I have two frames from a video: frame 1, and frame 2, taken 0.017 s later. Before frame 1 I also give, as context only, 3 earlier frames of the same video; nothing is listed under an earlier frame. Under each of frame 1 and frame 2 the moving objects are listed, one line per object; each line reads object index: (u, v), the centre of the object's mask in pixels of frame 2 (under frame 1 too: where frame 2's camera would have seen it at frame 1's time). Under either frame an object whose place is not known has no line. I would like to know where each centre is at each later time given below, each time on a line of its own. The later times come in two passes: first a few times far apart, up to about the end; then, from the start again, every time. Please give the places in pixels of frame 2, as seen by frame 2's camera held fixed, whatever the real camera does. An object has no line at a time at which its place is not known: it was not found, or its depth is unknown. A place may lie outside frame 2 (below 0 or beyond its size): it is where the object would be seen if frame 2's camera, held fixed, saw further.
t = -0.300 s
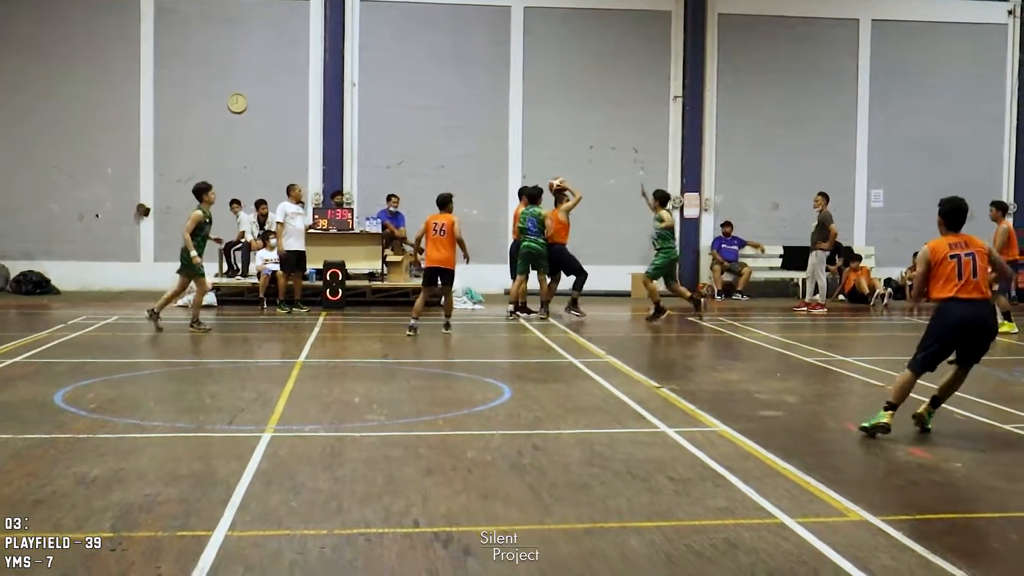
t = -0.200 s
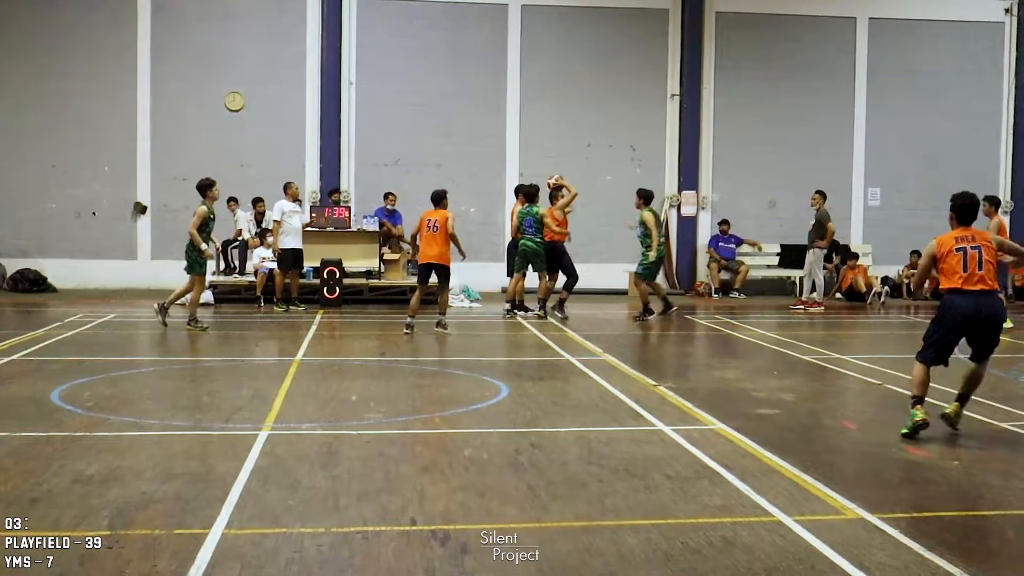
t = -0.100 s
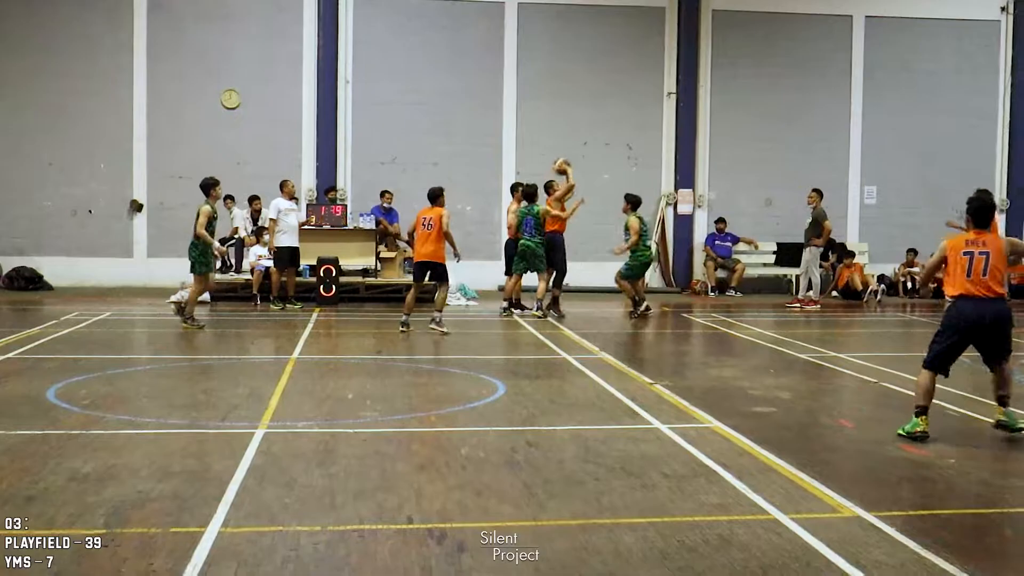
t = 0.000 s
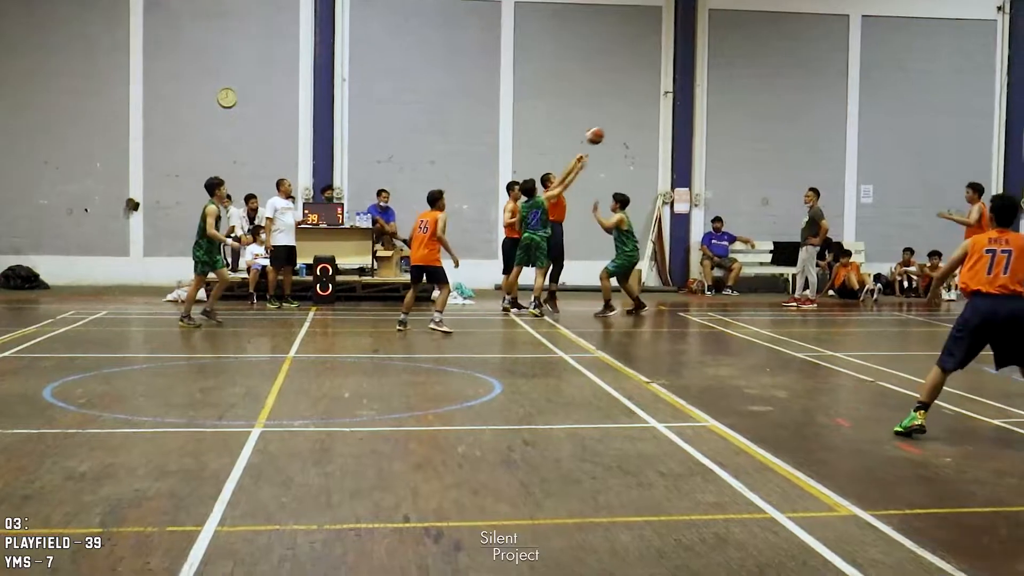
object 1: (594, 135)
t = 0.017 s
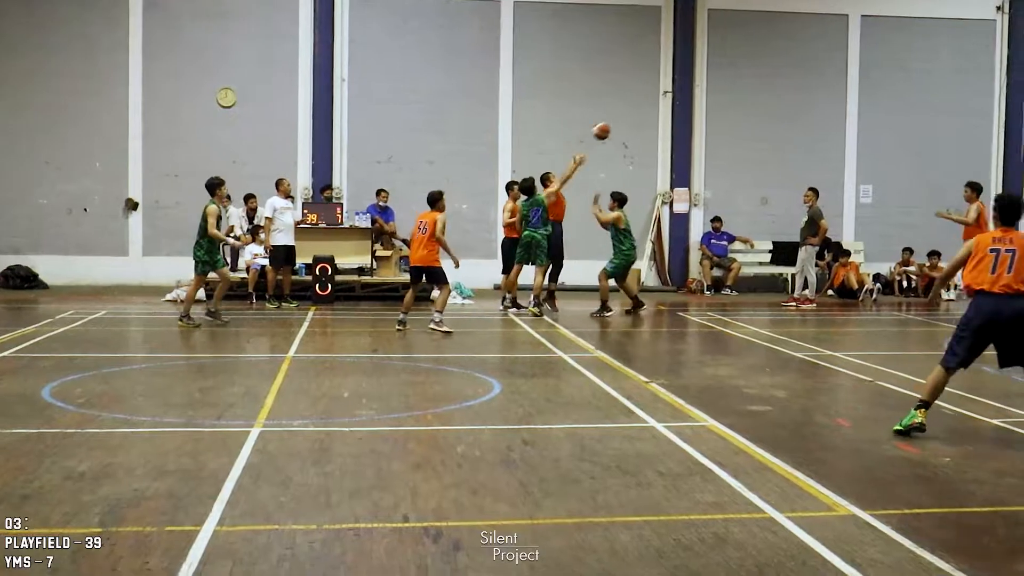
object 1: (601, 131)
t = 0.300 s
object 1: (724, 85)
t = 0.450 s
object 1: (792, 79)
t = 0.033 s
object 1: (608, 126)
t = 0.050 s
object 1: (616, 122)
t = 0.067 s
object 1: (623, 118)
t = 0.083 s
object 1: (630, 115)
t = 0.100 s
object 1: (637, 111)
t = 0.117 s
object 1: (645, 109)
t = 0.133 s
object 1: (652, 105)
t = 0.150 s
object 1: (659, 103)
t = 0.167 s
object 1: (666, 100)
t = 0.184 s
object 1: (674, 97)
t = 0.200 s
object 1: (680, 95)
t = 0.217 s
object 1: (688, 93)
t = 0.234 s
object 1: (695, 91)
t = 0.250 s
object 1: (703, 90)
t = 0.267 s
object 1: (710, 88)
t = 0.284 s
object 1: (717, 87)
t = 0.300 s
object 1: (724, 85)
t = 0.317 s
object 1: (732, 84)
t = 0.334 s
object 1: (739, 83)
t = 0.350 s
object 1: (747, 82)
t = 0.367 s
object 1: (754, 81)
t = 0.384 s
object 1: (761, 80)
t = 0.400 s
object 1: (769, 80)
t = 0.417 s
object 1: (776, 80)
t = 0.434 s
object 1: (784, 80)
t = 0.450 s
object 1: (792, 79)
